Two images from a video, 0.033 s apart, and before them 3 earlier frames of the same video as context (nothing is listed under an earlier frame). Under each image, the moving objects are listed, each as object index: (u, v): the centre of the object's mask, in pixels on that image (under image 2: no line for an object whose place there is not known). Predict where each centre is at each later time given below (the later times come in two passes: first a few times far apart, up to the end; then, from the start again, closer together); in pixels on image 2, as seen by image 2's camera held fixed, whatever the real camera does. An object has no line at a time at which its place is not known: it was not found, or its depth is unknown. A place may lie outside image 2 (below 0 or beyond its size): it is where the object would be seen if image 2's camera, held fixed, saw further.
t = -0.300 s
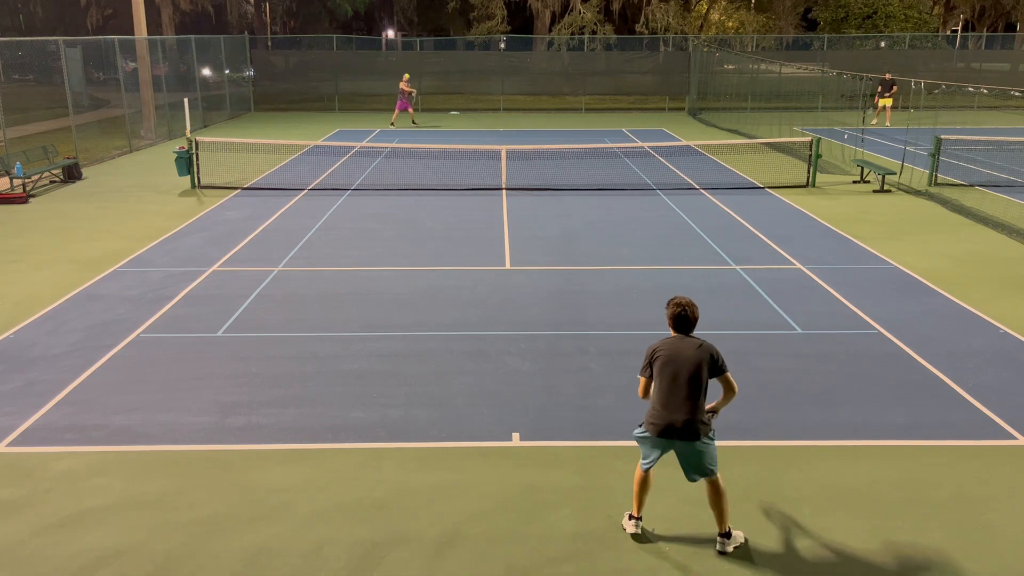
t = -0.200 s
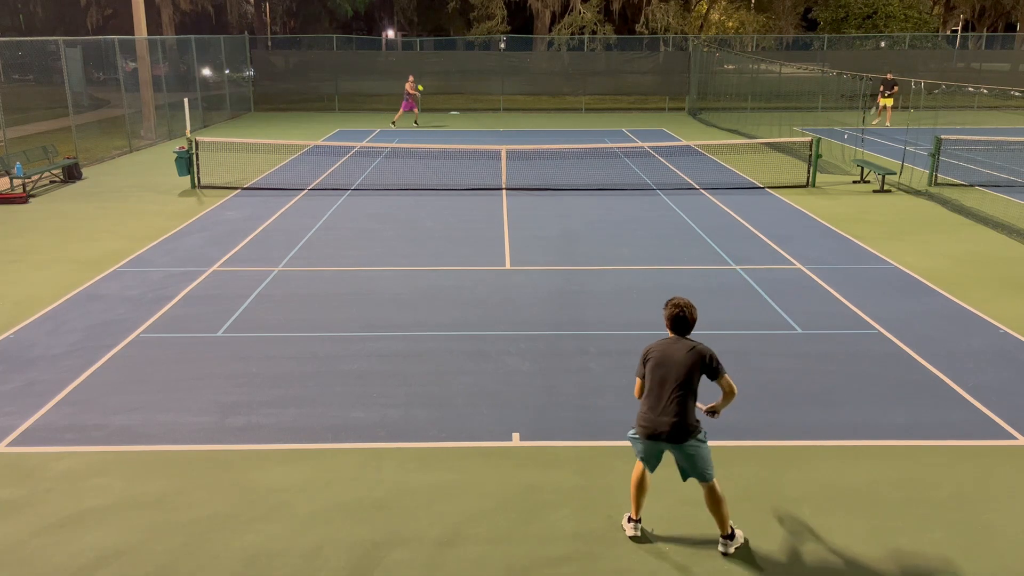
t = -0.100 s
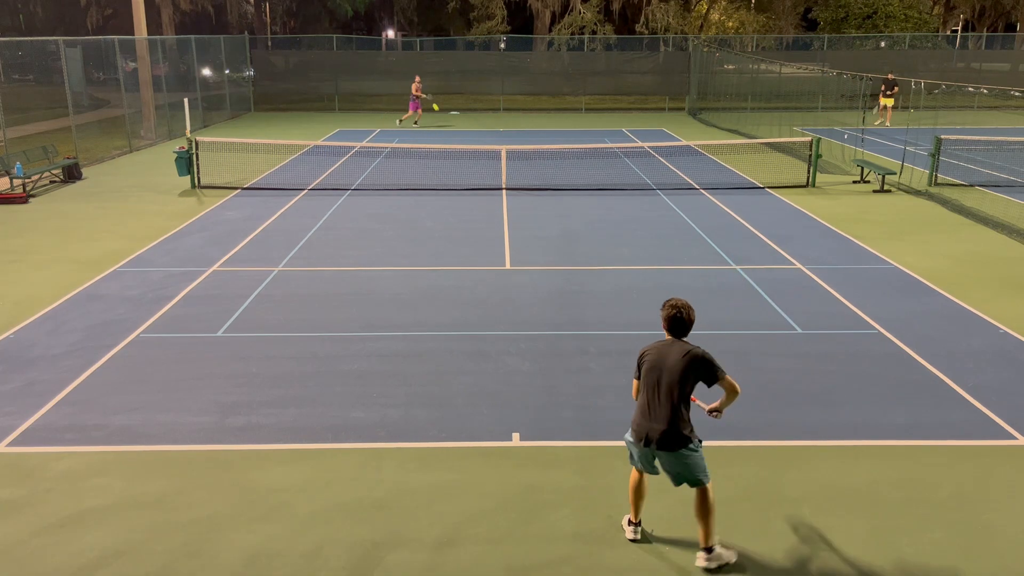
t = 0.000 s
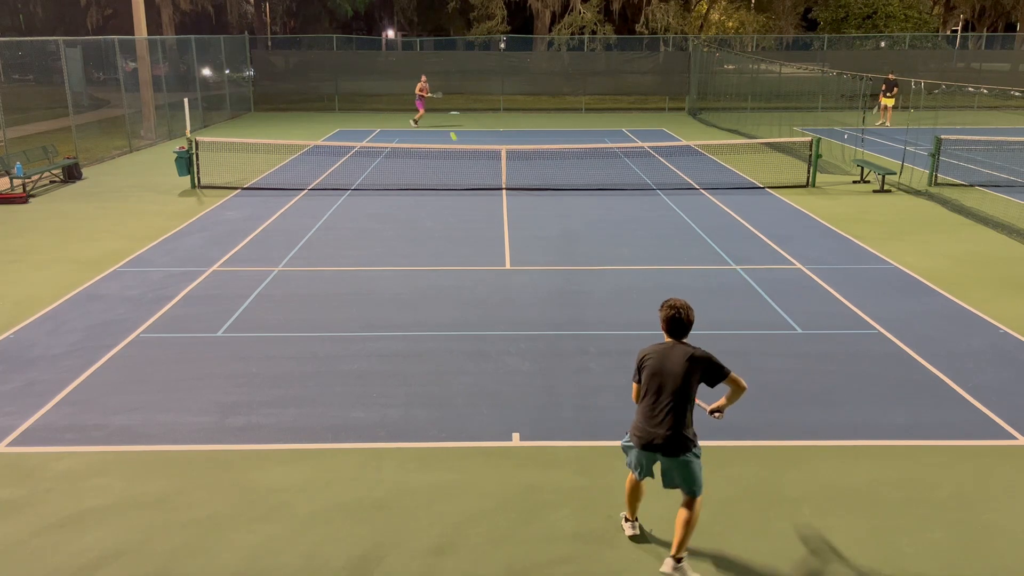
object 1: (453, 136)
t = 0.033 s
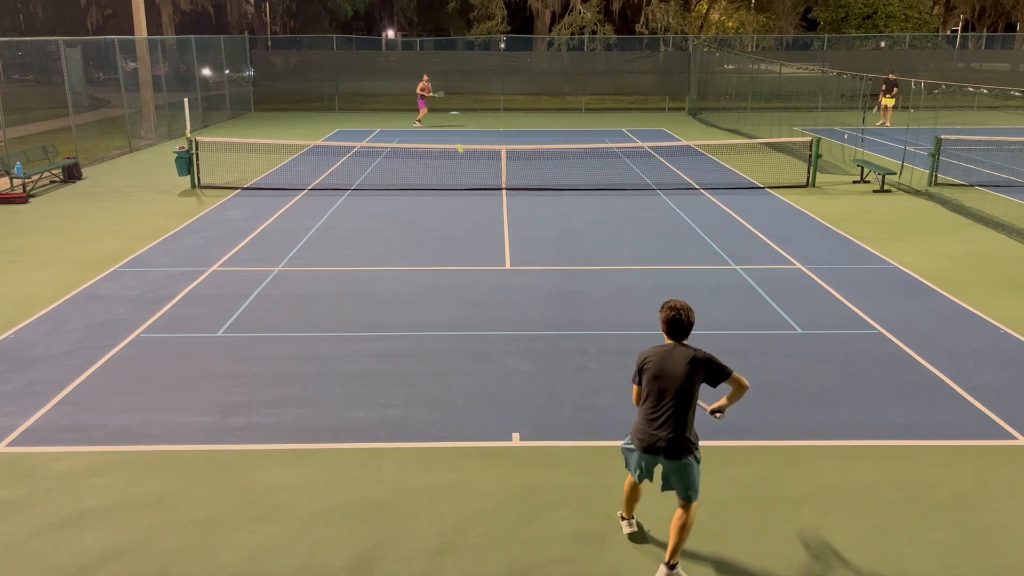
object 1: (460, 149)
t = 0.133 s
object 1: (481, 194)
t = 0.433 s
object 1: (554, 288)
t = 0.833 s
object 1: (676, 315)
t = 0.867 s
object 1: (690, 328)
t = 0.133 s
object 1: (481, 194)
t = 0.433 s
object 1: (554, 288)
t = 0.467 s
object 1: (561, 284)
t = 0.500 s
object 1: (569, 280)
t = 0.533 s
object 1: (578, 277)
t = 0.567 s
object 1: (586, 275)
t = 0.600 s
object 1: (596, 275)
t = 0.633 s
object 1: (605, 275)
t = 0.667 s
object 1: (615, 277)
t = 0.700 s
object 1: (626, 281)
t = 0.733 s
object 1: (637, 286)
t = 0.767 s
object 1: (650, 294)
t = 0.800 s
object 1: (662, 303)
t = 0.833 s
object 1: (676, 315)
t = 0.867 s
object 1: (690, 328)
